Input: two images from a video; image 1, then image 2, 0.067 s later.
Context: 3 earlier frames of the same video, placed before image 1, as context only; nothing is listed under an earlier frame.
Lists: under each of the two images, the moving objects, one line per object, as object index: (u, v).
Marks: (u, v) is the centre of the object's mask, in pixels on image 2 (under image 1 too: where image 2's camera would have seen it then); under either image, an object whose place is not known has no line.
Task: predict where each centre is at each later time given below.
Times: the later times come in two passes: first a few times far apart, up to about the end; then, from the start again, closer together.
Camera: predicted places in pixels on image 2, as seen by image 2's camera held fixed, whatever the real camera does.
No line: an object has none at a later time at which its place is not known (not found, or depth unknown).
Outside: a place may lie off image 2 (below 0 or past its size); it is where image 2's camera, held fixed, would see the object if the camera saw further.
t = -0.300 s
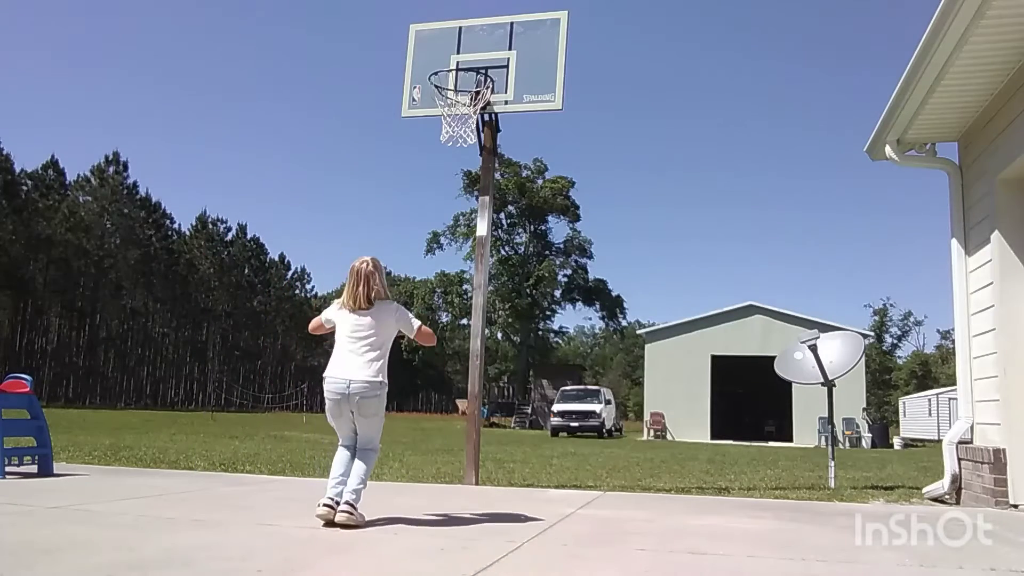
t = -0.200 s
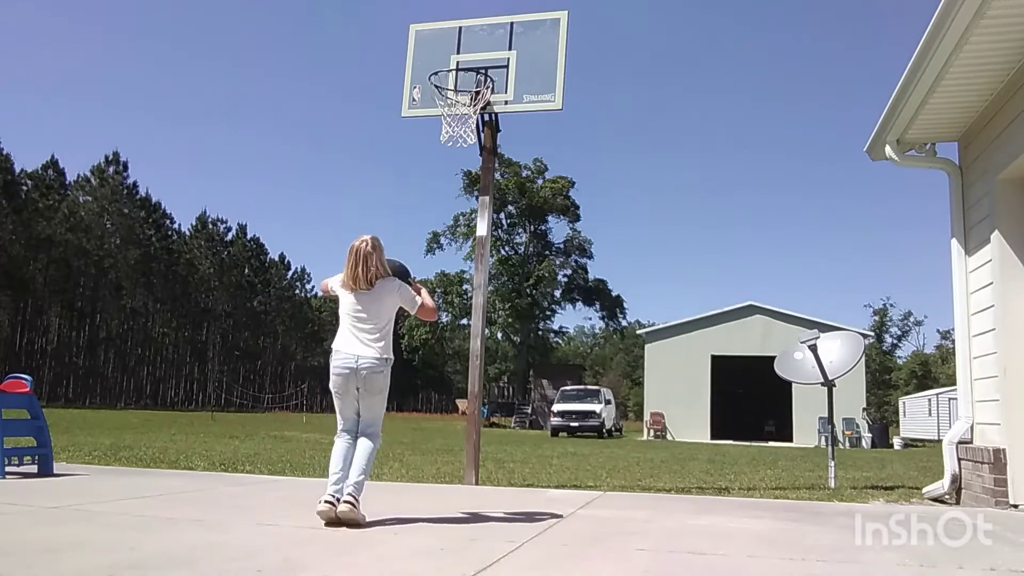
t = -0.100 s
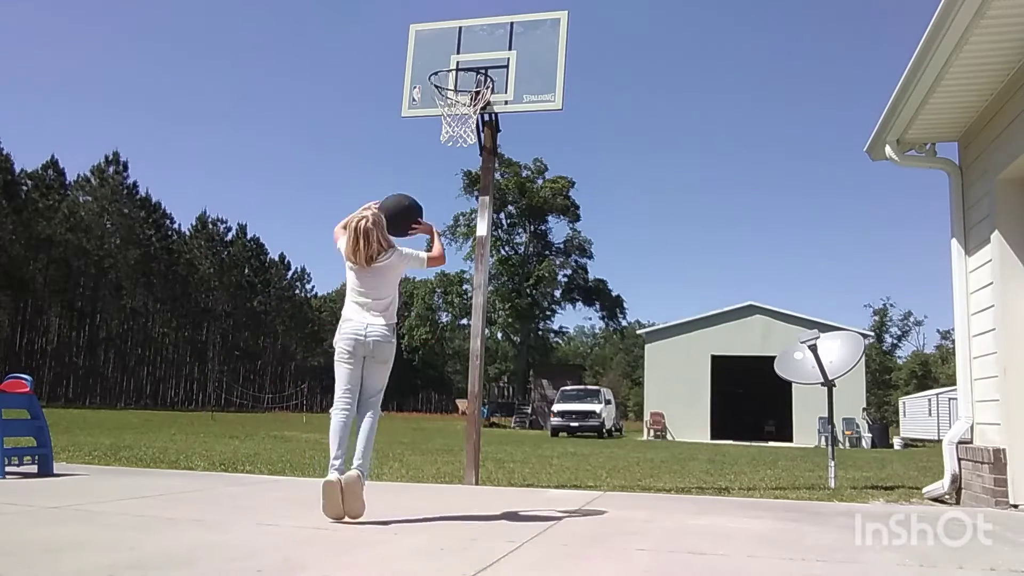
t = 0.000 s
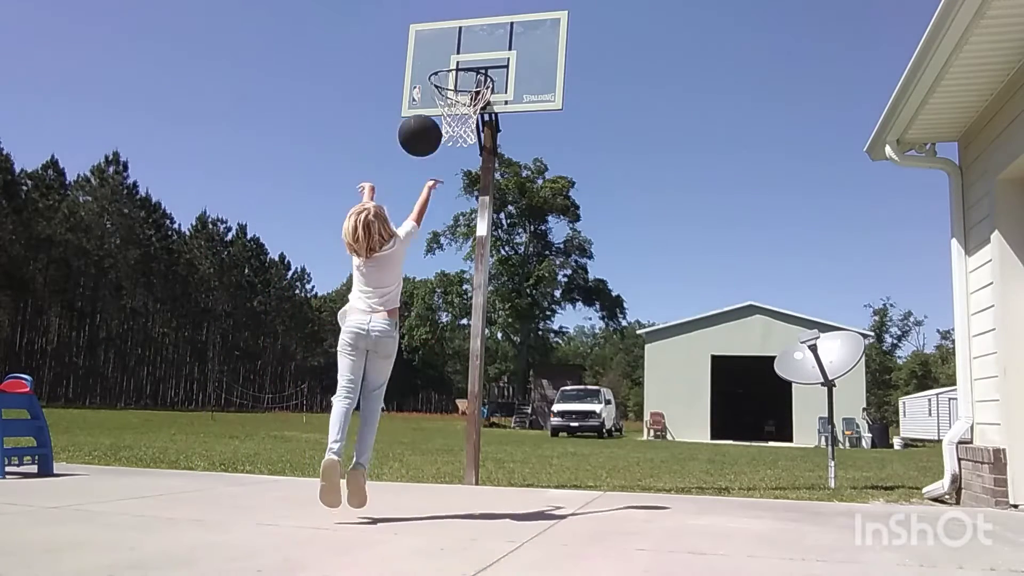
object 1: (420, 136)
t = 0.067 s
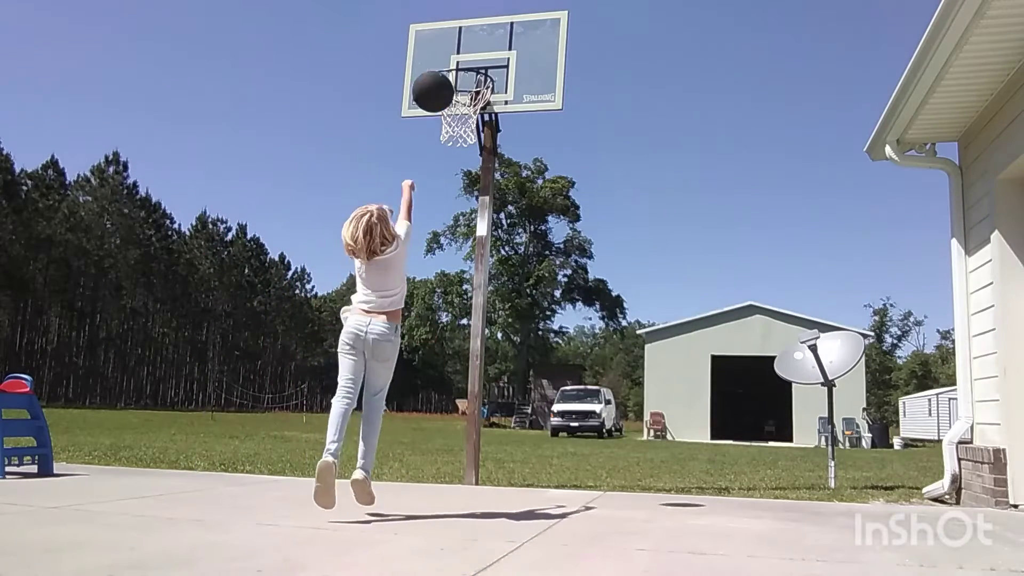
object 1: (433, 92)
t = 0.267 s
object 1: (465, 15)
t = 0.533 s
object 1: (498, 10)
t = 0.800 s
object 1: (522, 87)
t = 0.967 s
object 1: (534, 179)
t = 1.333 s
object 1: (550, 472)
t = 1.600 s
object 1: (573, 316)
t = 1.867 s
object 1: (592, 252)
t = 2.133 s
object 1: (609, 270)
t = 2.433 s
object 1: (625, 386)
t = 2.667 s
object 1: (635, 434)
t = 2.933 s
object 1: (644, 358)
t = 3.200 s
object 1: (651, 361)
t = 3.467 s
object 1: (656, 438)
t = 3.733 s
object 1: (661, 429)
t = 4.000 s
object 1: (664, 416)
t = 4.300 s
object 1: (666, 471)
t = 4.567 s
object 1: (666, 437)
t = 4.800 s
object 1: (665, 459)
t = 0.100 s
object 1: (439, 73)
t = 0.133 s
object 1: (444, 57)
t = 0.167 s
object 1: (450, 43)
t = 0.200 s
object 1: (455, 31)
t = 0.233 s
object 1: (460, 21)
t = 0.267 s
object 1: (465, 15)
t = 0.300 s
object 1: (470, 11)
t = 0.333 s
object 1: (475, 9)
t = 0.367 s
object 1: (479, 8)
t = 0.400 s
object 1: (483, 7)
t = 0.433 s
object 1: (487, 7)
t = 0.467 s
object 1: (491, 7)
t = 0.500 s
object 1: (495, 8)
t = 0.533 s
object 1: (498, 10)
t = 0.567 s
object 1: (502, 13)
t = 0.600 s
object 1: (505, 18)
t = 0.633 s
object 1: (508, 26)
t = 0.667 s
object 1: (511, 35)
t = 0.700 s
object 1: (514, 46)
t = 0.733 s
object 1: (517, 58)
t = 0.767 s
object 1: (520, 72)
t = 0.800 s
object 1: (522, 87)
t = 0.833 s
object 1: (525, 103)
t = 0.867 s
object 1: (527, 120)
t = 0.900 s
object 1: (530, 139)
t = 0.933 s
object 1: (532, 159)
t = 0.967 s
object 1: (534, 179)
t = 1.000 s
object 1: (536, 203)
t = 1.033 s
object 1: (538, 226)
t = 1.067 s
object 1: (539, 250)
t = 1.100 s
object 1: (543, 276)
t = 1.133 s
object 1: (543, 304)
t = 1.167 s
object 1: (544, 329)
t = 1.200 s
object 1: (544, 358)
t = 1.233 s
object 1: (546, 391)
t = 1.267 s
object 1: (547, 424)
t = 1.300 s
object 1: (549, 457)
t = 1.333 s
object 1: (550, 472)
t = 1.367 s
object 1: (553, 447)
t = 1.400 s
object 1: (556, 424)
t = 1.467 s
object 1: (562, 382)
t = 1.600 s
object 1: (573, 316)
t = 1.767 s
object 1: (585, 266)
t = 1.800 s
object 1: (588, 259)
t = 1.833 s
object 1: (590, 255)
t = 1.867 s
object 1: (592, 252)
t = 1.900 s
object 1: (594, 250)
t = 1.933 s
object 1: (597, 249)
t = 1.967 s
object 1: (600, 249)
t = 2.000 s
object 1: (601, 250)
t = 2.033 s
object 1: (603, 253)
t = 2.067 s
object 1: (605, 257)
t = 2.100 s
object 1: (607, 263)
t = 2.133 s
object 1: (609, 270)
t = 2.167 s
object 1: (611, 278)
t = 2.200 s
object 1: (613, 287)
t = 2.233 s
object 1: (614, 299)
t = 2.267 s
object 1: (617, 309)
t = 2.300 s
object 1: (618, 321)
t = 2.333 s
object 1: (620, 335)
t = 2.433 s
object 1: (625, 386)
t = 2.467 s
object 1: (627, 405)
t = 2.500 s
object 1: (628, 425)
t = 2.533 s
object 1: (630, 448)
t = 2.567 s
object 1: (632, 472)
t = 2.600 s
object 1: (633, 467)
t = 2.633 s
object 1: (634, 450)
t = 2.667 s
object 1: (635, 434)
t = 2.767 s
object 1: (639, 396)
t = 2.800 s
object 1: (640, 386)
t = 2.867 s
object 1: (642, 370)
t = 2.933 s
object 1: (644, 358)
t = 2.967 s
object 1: (645, 355)
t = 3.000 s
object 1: (645, 353)
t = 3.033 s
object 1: (647, 351)
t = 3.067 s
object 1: (648, 351)
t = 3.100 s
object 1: (648, 352)
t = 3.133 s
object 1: (649, 354)
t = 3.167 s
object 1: (651, 357)
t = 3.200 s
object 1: (651, 361)
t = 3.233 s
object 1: (652, 367)
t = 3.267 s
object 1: (653, 373)
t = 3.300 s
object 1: (653, 381)
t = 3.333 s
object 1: (654, 390)
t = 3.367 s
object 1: (655, 400)
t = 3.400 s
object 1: (655, 412)
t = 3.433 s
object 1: (656, 425)
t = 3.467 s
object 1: (656, 438)
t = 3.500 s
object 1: (657, 453)
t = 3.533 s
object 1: (658, 469)
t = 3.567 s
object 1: (658, 473)
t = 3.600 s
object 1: (659, 462)
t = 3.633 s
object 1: (659, 452)
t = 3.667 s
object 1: (660, 443)
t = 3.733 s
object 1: (661, 429)
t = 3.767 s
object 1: (661, 423)
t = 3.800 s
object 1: (661, 419)
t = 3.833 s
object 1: (662, 415)
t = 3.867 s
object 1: (662, 414)
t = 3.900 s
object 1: (663, 413)
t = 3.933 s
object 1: (663, 413)
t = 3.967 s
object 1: (663, 414)
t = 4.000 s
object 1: (664, 416)
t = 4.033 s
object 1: (664, 420)
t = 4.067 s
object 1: (665, 424)
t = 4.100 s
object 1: (665, 430)
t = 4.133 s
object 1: (665, 436)
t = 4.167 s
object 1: (665, 444)
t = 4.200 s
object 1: (666, 452)
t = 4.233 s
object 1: (666, 462)
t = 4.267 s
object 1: (666, 472)
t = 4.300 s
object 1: (666, 471)
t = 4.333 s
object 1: (666, 463)
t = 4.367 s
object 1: (666, 456)
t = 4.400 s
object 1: (666, 450)
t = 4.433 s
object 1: (666, 445)
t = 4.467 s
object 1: (666, 441)
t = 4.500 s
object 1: (666, 439)
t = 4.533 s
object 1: (666, 437)
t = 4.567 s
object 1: (666, 437)
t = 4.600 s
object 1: (666, 437)
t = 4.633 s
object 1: (666, 438)
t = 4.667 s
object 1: (665, 440)
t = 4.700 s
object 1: (665, 443)
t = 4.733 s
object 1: (665, 447)
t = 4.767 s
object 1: (665, 452)
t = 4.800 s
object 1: (665, 459)
